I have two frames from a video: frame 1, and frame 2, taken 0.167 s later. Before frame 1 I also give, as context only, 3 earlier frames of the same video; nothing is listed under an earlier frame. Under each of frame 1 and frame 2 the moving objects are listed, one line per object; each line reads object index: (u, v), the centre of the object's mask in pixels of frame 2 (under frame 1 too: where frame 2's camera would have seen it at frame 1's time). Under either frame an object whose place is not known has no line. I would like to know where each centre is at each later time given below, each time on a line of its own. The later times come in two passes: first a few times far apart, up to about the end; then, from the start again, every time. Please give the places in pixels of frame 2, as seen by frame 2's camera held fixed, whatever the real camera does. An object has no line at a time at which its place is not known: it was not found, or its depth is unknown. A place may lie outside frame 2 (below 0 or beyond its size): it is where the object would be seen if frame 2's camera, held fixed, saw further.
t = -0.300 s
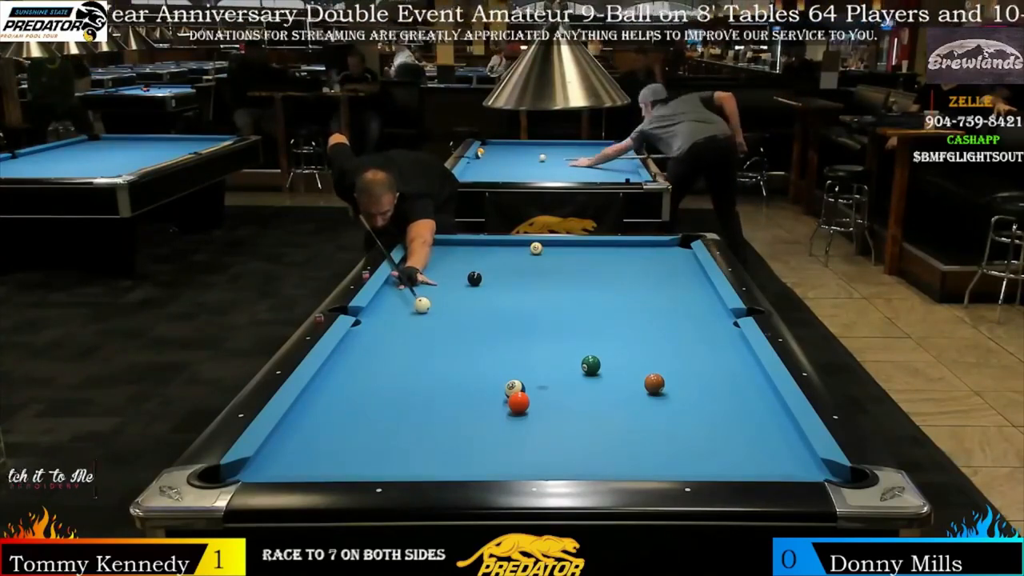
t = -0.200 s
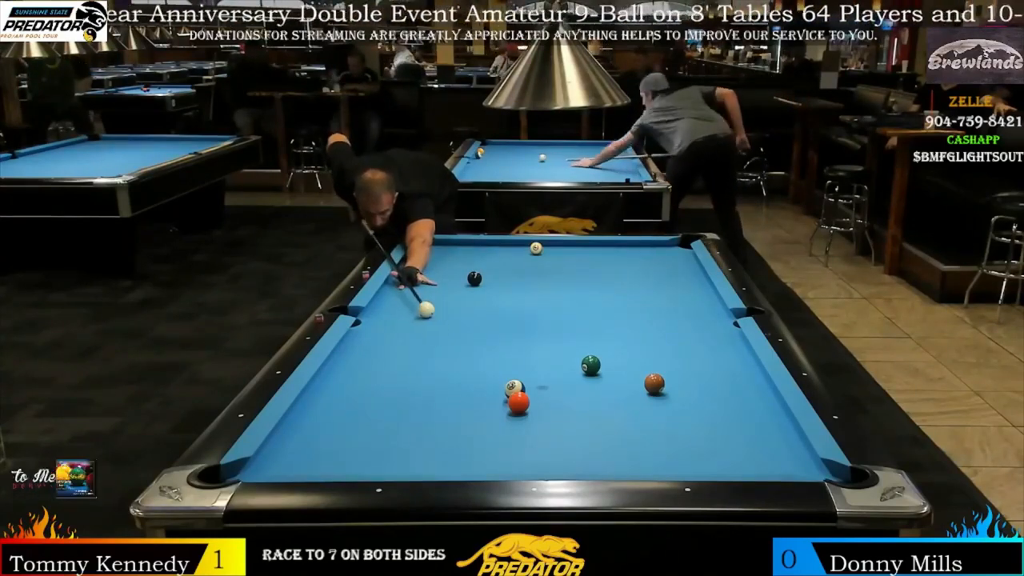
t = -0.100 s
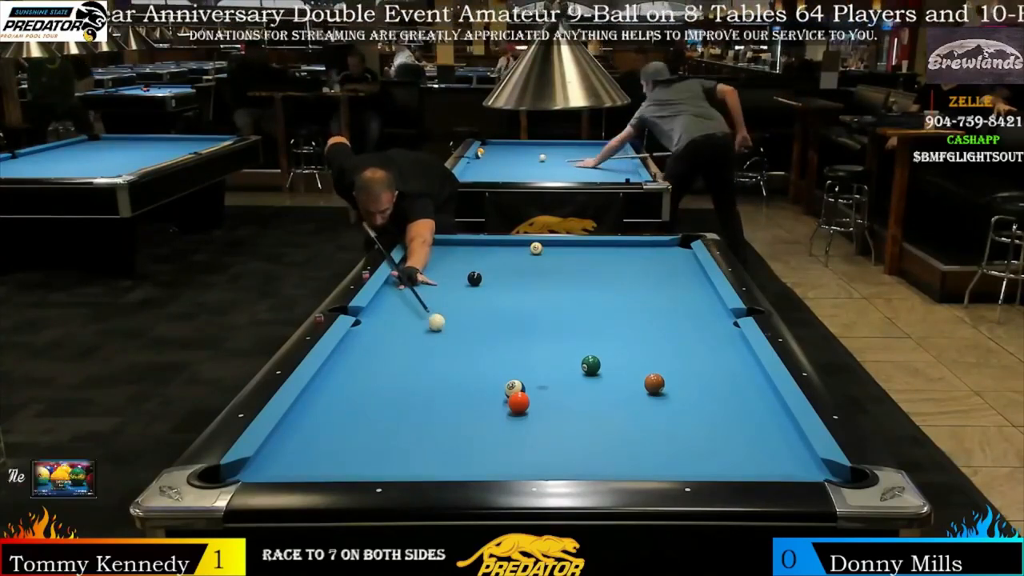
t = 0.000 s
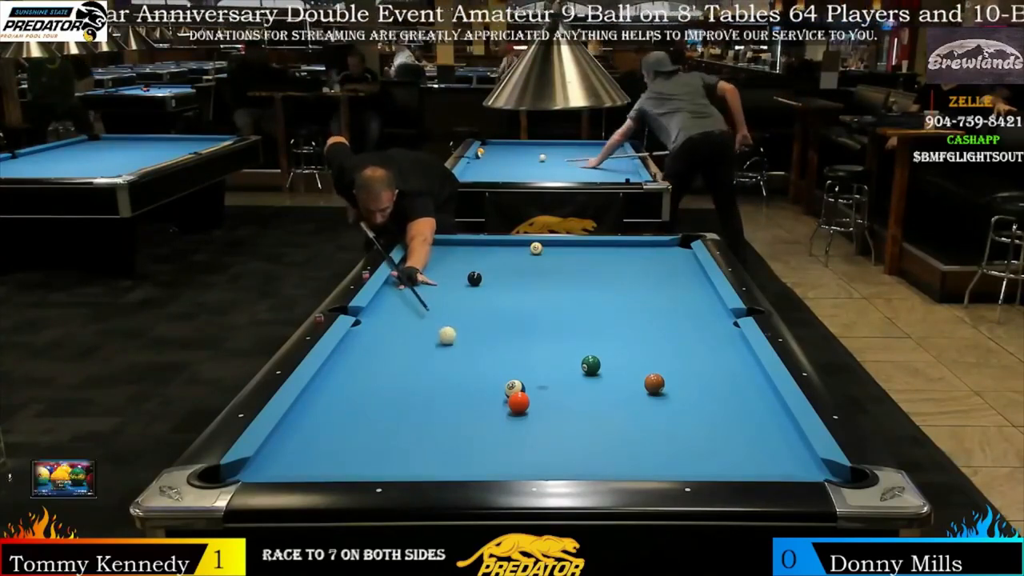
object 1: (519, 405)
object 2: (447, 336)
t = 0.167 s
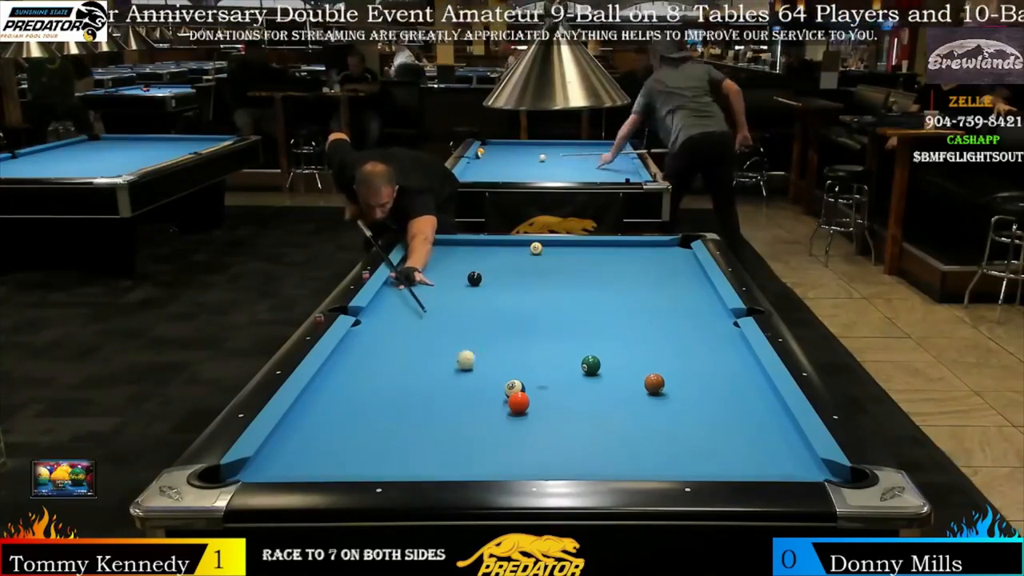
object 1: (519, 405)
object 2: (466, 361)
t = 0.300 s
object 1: (519, 406)
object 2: (484, 383)
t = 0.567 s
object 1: (558, 409)
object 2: (480, 432)
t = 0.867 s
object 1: (620, 418)
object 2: (454, 456)
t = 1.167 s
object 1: (682, 426)
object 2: (440, 418)
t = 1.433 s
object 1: (736, 434)
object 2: (430, 390)
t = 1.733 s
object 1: (796, 442)
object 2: (420, 363)
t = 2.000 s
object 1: (764, 446)
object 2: (412, 344)
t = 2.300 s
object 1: (730, 451)
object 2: (406, 325)
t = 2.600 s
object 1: (699, 455)
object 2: (400, 309)
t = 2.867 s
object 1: (673, 458)
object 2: (395, 297)
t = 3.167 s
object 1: (646, 460)
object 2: (390, 285)
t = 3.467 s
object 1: (622, 462)
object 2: (403, 276)
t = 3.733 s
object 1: (603, 464)
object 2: (413, 269)
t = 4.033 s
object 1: (585, 465)
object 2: (423, 262)
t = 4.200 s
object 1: (576, 466)
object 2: (428, 259)
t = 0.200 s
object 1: (519, 406)
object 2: (471, 367)
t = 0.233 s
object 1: (519, 406)
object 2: (475, 373)
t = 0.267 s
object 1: (519, 406)
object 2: (480, 378)
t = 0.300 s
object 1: (519, 406)
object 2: (484, 383)
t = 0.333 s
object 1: (519, 406)
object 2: (489, 389)
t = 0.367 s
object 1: (519, 406)
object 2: (494, 396)
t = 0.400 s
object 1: (520, 405)
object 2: (497, 402)
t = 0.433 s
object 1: (529, 406)
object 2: (493, 407)
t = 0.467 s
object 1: (538, 407)
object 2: (489, 413)
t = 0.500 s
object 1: (544, 408)
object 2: (486, 419)
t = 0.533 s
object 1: (551, 409)
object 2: (483, 425)
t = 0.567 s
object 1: (558, 409)
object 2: (480, 432)
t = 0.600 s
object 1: (565, 410)
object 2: (477, 437)
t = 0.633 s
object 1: (572, 411)
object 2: (474, 444)
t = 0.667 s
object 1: (579, 412)
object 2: (471, 451)
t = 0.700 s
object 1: (586, 413)
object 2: (467, 458)
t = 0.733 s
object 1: (593, 414)
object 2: (464, 463)
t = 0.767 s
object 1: (600, 415)
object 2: (460, 466)
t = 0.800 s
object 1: (607, 416)
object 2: (458, 463)
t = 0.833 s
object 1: (613, 417)
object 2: (456, 460)
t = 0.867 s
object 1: (620, 418)
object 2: (454, 456)
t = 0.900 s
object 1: (627, 418)
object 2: (453, 451)
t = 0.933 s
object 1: (634, 420)
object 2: (451, 446)
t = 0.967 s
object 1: (641, 421)
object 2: (449, 442)
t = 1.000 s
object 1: (647, 422)
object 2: (447, 438)
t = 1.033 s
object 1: (654, 423)
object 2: (446, 434)
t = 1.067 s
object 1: (661, 423)
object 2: (445, 430)
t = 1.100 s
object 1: (668, 424)
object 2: (443, 426)
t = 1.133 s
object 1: (675, 425)
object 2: (441, 422)
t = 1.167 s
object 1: (682, 426)
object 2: (440, 418)
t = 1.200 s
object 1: (688, 427)
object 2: (439, 413)
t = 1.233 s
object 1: (695, 428)
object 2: (437, 410)
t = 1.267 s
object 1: (702, 429)
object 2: (436, 406)
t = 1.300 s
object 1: (709, 430)
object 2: (435, 403)
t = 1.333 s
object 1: (715, 431)
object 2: (433, 400)
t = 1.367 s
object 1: (722, 432)
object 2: (432, 396)
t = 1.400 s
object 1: (729, 433)
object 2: (430, 393)
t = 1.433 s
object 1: (736, 434)
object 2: (430, 390)
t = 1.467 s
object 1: (743, 434)
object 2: (428, 387)
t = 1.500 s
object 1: (749, 435)
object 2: (427, 383)
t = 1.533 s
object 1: (756, 436)
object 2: (426, 380)
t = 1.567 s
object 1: (763, 438)
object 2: (425, 377)
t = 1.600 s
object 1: (769, 439)
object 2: (424, 374)
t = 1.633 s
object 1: (777, 439)
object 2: (423, 372)
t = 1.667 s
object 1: (783, 441)
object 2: (422, 369)
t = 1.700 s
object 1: (790, 442)
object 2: (421, 366)
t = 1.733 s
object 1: (796, 442)
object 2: (420, 363)
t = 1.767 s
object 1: (792, 443)
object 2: (418, 361)
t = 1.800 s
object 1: (788, 443)
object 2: (418, 358)
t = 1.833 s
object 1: (784, 444)
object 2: (417, 356)
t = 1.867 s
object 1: (780, 445)
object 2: (416, 353)
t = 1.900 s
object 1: (776, 445)
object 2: (415, 351)
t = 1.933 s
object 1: (772, 445)
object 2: (414, 348)
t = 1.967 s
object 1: (768, 446)
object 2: (413, 346)
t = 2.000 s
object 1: (764, 446)
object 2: (412, 344)
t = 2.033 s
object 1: (760, 447)
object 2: (411, 342)
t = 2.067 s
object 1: (757, 447)
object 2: (411, 339)
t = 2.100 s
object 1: (753, 448)
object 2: (410, 337)
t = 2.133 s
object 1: (749, 448)
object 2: (409, 335)
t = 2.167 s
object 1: (745, 449)
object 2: (408, 333)
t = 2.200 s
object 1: (742, 449)
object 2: (408, 331)
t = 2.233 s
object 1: (738, 450)
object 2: (407, 329)
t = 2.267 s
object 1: (734, 450)
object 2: (406, 327)
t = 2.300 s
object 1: (730, 451)
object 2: (406, 325)
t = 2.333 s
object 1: (727, 451)
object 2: (405, 323)
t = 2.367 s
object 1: (723, 451)
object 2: (404, 321)
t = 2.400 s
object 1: (720, 452)
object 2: (404, 320)
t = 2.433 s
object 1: (716, 452)
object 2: (403, 318)
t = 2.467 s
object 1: (712, 453)
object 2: (402, 316)
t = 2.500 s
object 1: (709, 453)
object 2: (401, 314)
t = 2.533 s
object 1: (706, 454)
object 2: (401, 312)
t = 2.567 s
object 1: (702, 455)
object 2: (400, 311)
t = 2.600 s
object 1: (699, 455)
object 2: (400, 309)
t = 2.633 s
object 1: (695, 456)
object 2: (399, 307)
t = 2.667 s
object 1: (692, 456)
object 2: (398, 306)
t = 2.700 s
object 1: (689, 456)
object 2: (398, 304)
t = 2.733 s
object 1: (685, 457)
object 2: (397, 303)
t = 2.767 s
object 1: (682, 457)
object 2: (396, 301)
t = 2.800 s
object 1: (679, 457)
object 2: (396, 300)
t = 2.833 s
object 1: (676, 458)
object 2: (396, 299)
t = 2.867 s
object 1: (673, 458)
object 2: (395, 297)
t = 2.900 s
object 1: (670, 458)
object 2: (394, 296)
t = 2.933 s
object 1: (667, 459)
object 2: (393, 294)
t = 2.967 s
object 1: (664, 459)
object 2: (393, 293)
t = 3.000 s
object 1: (661, 459)
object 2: (393, 291)
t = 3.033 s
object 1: (658, 460)
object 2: (392, 290)
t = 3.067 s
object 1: (655, 460)
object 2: (392, 289)
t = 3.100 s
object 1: (652, 460)
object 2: (391, 287)
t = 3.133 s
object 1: (649, 460)
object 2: (391, 286)
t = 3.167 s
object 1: (646, 460)
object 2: (390, 285)
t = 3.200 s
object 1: (643, 461)
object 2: (391, 284)
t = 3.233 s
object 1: (641, 461)
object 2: (393, 283)
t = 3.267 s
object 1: (638, 461)
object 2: (394, 282)
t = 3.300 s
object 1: (635, 461)
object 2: (396, 281)
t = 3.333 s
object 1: (632, 461)
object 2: (397, 280)
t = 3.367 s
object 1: (630, 461)
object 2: (398, 279)
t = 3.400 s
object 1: (627, 462)
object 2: (400, 278)
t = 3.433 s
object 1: (627, 462)
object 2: (400, 278)
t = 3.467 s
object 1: (622, 462)
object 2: (403, 276)
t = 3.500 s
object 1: (620, 462)
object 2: (404, 275)
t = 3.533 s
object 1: (617, 463)
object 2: (405, 274)
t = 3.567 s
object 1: (615, 463)
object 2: (407, 273)
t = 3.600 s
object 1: (613, 463)
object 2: (408, 272)
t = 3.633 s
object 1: (610, 463)
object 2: (409, 271)
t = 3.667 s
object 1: (608, 464)
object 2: (410, 270)
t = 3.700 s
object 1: (606, 464)
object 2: (412, 270)
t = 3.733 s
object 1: (603, 464)
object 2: (413, 269)
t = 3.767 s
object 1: (601, 464)
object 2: (414, 268)
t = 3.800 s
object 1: (599, 464)
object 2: (415, 267)
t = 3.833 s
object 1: (597, 464)
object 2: (416, 266)
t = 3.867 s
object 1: (595, 465)
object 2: (417, 266)
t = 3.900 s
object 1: (593, 465)
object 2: (419, 265)
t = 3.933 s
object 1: (591, 465)
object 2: (420, 264)
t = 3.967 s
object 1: (589, 465)
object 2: (421, 263)
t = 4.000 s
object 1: (587, 465)
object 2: (422, 263)
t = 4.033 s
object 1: (585, 465)
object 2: (423, 262)
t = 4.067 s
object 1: (583, 465)
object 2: (424, 261)
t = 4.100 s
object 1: (581, 466)
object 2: (425, 261)
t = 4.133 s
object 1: (579, 466)
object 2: (426, 260)
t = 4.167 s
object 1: (577, 466)
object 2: (427, 259)
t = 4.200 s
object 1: (576, 466)
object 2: (428, 259)
